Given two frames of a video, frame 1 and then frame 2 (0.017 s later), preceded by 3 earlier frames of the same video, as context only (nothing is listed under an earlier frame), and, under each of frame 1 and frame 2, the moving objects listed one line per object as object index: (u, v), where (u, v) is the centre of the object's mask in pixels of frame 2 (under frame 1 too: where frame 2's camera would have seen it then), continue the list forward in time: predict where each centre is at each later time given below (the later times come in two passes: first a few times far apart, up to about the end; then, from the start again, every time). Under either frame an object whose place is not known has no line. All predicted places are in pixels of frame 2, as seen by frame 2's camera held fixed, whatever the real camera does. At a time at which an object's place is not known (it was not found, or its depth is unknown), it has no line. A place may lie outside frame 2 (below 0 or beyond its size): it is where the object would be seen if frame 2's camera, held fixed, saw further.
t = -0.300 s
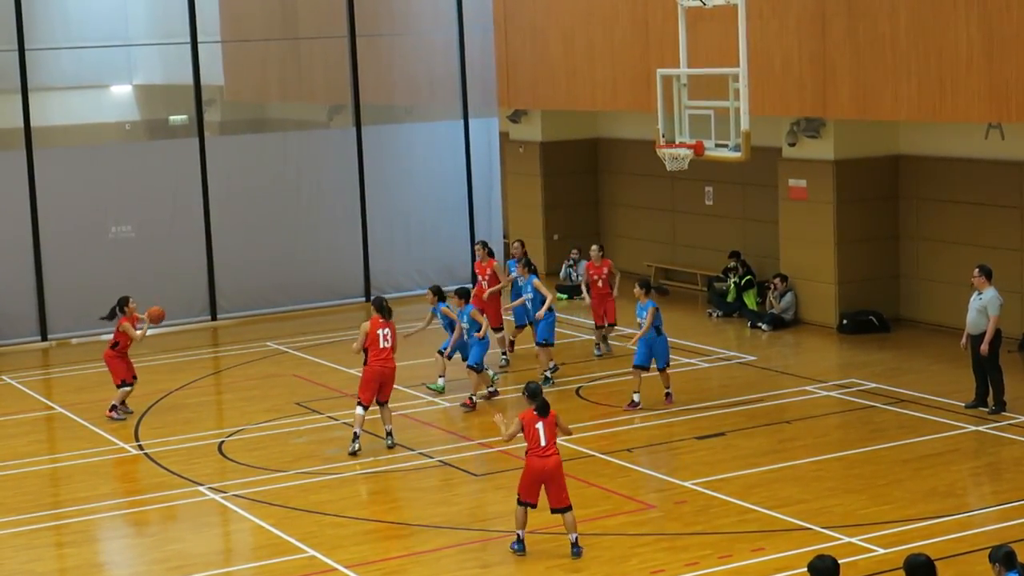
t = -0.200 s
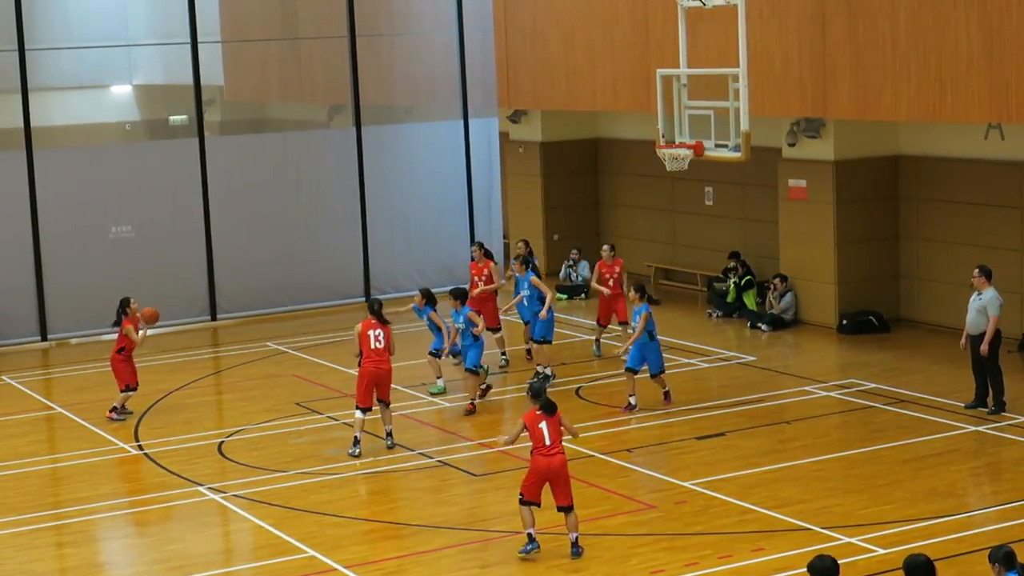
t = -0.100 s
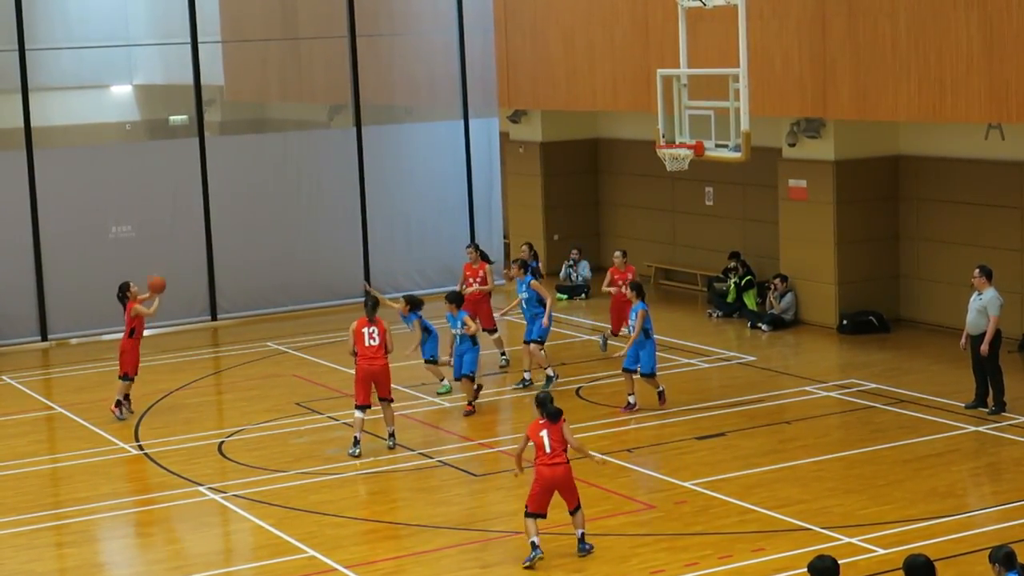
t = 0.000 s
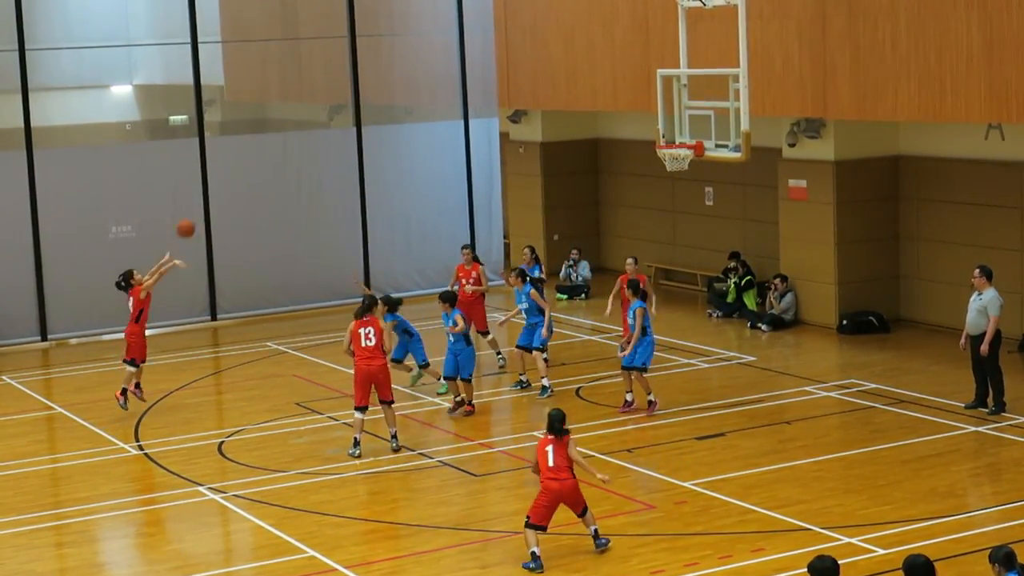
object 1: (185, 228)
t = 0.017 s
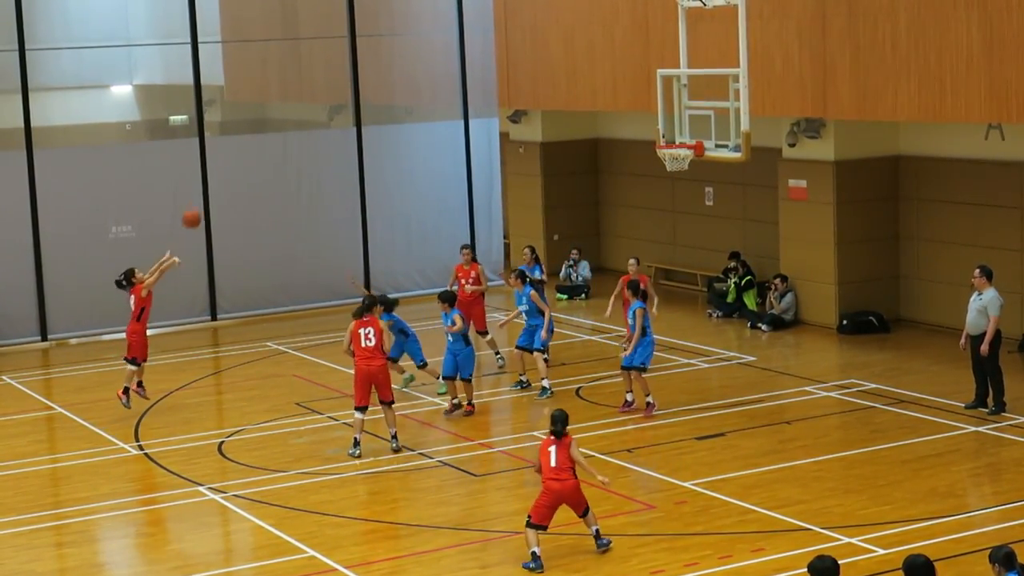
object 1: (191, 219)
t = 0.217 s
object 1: (261, 120)
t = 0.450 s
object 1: (343, 45)
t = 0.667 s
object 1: (422, 13)
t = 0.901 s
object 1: (506, 22)
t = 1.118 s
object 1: (585, 68)
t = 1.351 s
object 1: (652, 136)
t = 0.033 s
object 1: (196, 209)
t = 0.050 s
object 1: (202, 200)
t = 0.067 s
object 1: (209, 191)
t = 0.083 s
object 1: (214, 183)
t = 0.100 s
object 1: (220, 174)
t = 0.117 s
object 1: (226, 166)
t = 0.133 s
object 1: (232, 158)
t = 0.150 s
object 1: (238, 150)
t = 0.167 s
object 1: (244, 142)
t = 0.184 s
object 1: (249, 134)
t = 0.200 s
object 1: (255, 127)
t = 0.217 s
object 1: (261, 120)
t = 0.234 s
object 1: (266, 114)
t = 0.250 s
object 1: (272, 107)
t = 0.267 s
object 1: (278, 101)
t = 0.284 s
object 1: (285, 95)
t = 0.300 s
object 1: (290, 89)
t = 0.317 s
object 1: (296, 84)
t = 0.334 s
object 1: (302, 77)
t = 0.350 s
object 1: (308, 72)
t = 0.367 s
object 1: (314, 67)
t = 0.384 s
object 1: (320, 62)
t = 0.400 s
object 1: (326, 57)
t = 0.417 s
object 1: (332, 53)
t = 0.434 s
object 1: (337, 49)
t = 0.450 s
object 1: (343, 45)
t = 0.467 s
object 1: (349, 41)
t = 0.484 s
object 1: (356, 37)
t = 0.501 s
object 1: (361, 34)
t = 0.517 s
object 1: (368, 31)
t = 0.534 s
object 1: (373, 28)
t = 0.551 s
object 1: (379, 25)
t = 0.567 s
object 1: (386, 22)
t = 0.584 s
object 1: (391, 21)
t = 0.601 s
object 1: (398, 19)
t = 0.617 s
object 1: (404, 17)
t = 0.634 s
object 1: (409, 15)
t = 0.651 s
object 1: (416, 14)
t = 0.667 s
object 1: (422, 13)
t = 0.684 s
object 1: (428, 12)
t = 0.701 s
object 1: (434, 11)
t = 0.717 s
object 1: (440, 11)
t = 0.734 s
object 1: (446, 10)
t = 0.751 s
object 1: (452, 11)
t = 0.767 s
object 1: (458, 11)
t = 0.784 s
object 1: (464, 11)
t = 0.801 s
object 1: (470, 12)
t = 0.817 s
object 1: (476, 13)
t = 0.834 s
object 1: (482, 14)
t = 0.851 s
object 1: (488, 15)
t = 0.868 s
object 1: (494, 17)
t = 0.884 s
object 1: (500, 20)
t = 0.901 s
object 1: (506, 22)
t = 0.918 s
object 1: (512, 23)
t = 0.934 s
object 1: (518, 26)
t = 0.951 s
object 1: (525, 29)
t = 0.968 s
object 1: (530, 31)
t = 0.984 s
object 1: (536, 35)
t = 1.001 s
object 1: (542, 38)
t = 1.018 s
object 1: (549, 42)
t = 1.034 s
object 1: (554, 45)
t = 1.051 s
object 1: (561, 49)
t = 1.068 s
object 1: (567, 54)
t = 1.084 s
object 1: (573, 59)
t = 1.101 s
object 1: (579, 63)
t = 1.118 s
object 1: (585, 68)
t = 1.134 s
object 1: (591, 73)
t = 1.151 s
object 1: (597, 78)
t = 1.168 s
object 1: (603, 84)
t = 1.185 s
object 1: (609, 90)
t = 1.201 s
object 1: (615, 96)
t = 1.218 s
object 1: (621, 101)
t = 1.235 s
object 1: (627, 109)
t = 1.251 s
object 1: (633, 115)
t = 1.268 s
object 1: (639, 121)
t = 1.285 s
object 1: (645, 128)
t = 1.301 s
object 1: (650, 135)
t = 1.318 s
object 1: (656, 140)
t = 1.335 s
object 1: (655, 139)
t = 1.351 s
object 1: (652, 136)
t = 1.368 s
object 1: (650, 134)
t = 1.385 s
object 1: (647, 132)
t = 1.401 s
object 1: (645, 129)
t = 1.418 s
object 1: (642, 127)
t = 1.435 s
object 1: (640, 125)
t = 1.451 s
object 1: (637, 123)
